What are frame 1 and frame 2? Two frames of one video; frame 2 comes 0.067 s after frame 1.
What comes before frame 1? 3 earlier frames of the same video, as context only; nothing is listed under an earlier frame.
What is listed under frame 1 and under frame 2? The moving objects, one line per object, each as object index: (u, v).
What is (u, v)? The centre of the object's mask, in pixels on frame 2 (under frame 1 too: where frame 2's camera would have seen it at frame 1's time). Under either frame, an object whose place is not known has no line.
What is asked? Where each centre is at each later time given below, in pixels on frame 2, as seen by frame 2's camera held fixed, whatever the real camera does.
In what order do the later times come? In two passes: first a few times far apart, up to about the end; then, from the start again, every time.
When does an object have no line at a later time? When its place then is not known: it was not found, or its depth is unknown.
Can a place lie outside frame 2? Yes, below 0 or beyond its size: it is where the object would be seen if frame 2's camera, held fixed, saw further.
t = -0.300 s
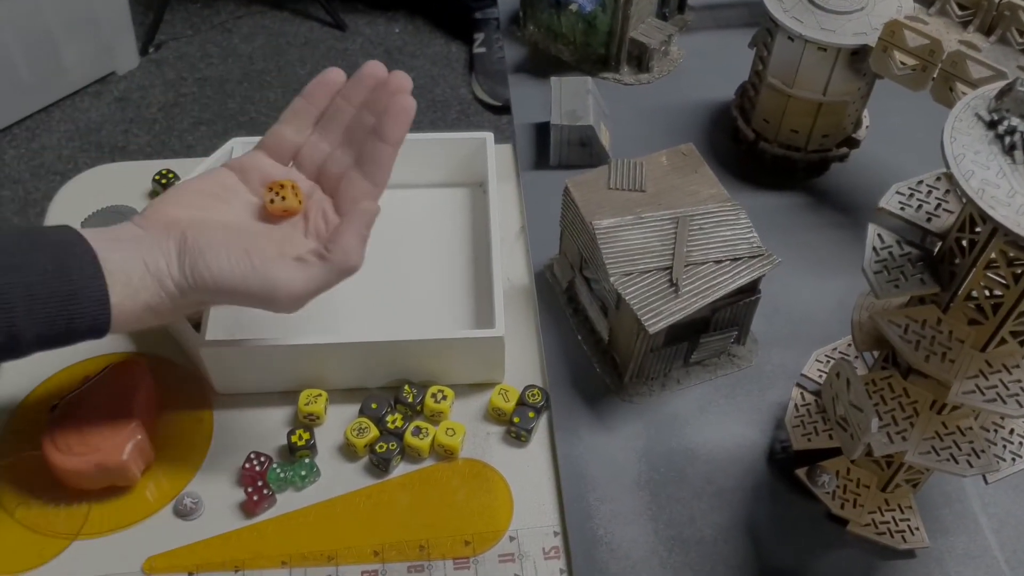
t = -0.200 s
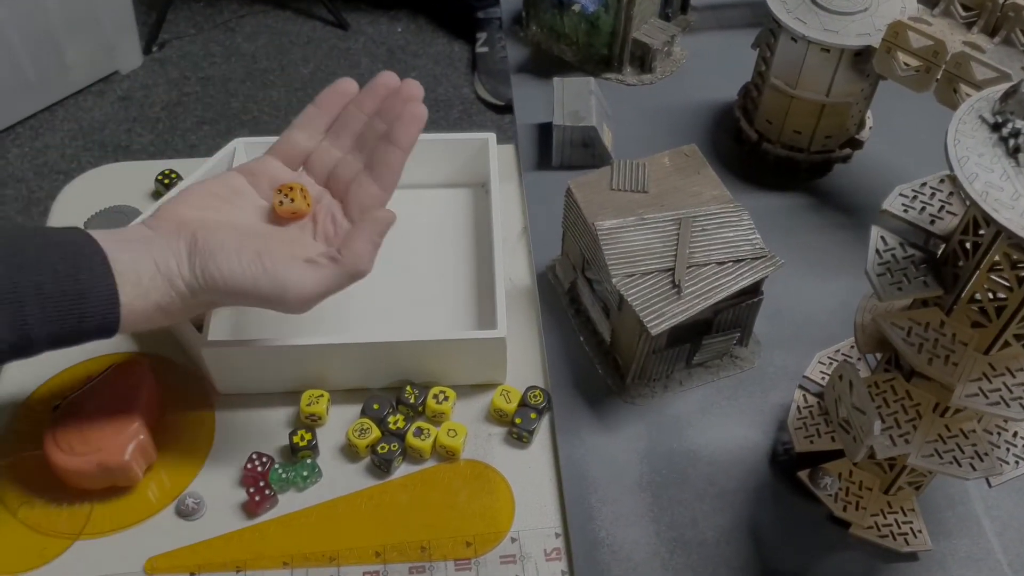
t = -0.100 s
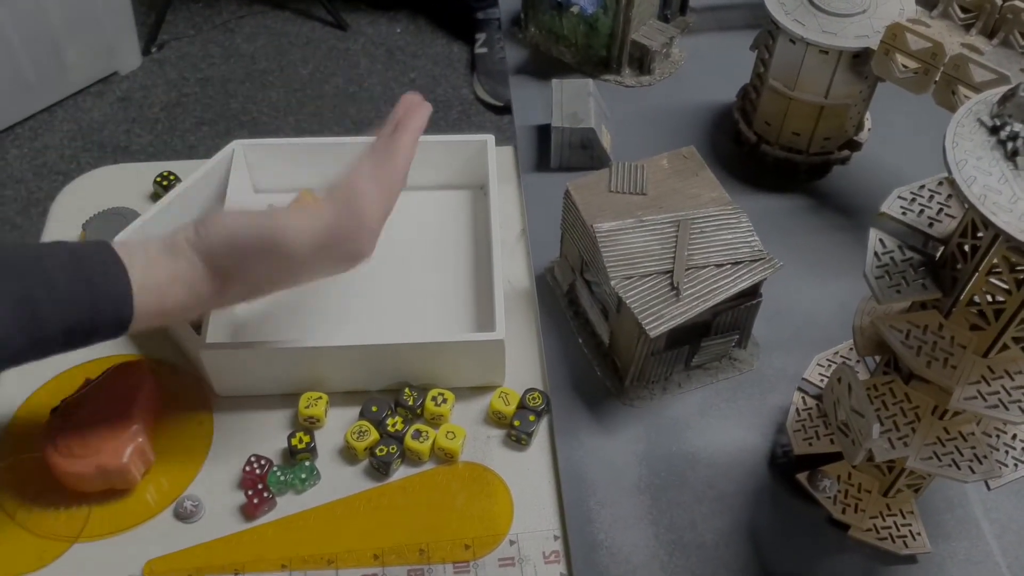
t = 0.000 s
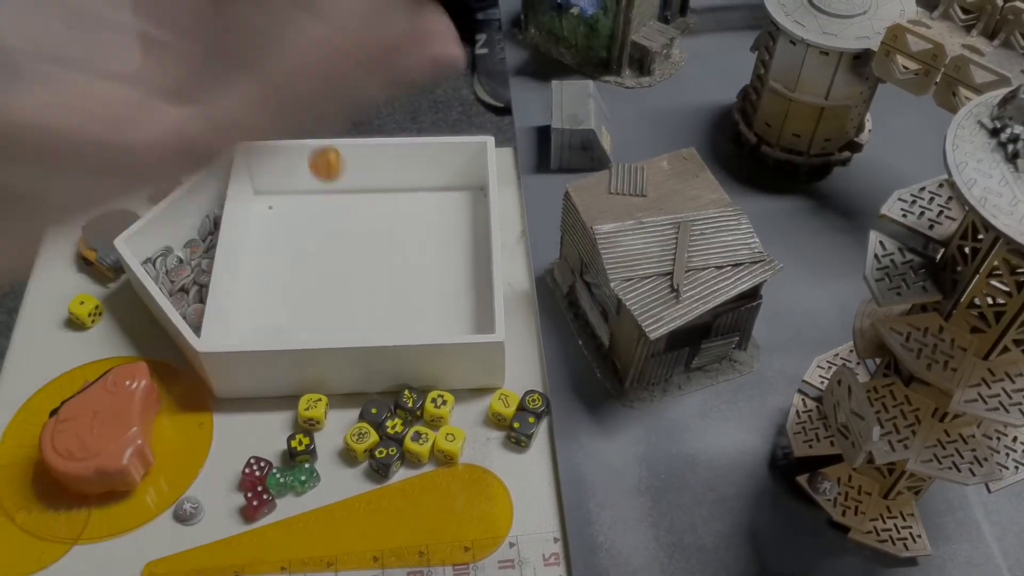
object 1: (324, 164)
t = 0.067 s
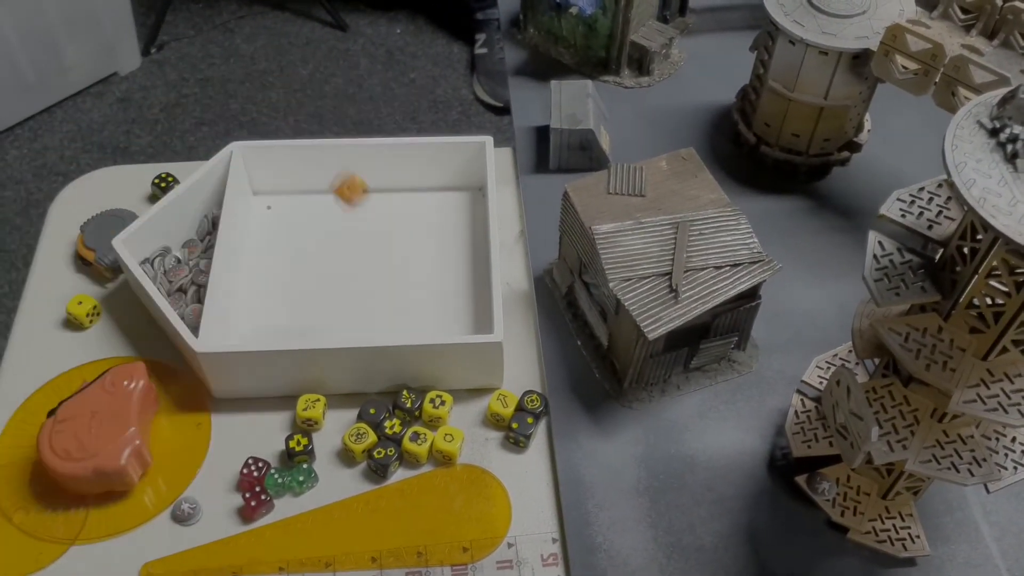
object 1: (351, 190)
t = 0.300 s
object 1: (410, 269)
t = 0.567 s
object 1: (445, 187)
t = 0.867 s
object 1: (454, 204)
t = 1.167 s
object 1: (454, 204)
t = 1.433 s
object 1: (454, 204)
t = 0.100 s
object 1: (364, 222)
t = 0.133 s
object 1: (382, 263)
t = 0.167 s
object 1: (392, 300)
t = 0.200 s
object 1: (397, 277)
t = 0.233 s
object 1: (402, 268)
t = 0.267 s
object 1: (407, 270)
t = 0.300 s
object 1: (410, 269)
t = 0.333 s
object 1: (414, 261)
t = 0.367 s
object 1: (418, 243)
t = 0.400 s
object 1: (420, 233)
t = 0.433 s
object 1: (423, 228)
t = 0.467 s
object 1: (428, 214)
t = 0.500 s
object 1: (433, 205)
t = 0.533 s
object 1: (440, 194)
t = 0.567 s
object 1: (445, 187)
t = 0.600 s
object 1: (449, 193)
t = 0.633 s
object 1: (452, 199)
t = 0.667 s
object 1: (453, 202)
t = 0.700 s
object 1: (455, 204)
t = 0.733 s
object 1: (455, 204)
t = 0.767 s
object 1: (454, 204)
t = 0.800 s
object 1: (454, 204)
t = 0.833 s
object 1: (454, 204)
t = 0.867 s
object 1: (454, 204)
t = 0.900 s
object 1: (454, 204)
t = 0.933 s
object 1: (454, 204)
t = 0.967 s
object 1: (454, 204)
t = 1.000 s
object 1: (454, 204)
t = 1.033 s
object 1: (454, 204)
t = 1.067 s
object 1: (454, 204)
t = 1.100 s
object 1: (454, 204)
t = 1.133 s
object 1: (454, 204)
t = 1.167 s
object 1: (454, 204)
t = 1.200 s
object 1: (454, 204)
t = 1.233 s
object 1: (454, 204)
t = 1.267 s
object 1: (453, 204)
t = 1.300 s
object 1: (454, 204)
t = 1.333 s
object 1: (454, 204)
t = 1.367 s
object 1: (454, 204)
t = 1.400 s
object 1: (453, 204)
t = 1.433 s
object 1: (454, 204)
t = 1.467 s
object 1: (454, 204)
